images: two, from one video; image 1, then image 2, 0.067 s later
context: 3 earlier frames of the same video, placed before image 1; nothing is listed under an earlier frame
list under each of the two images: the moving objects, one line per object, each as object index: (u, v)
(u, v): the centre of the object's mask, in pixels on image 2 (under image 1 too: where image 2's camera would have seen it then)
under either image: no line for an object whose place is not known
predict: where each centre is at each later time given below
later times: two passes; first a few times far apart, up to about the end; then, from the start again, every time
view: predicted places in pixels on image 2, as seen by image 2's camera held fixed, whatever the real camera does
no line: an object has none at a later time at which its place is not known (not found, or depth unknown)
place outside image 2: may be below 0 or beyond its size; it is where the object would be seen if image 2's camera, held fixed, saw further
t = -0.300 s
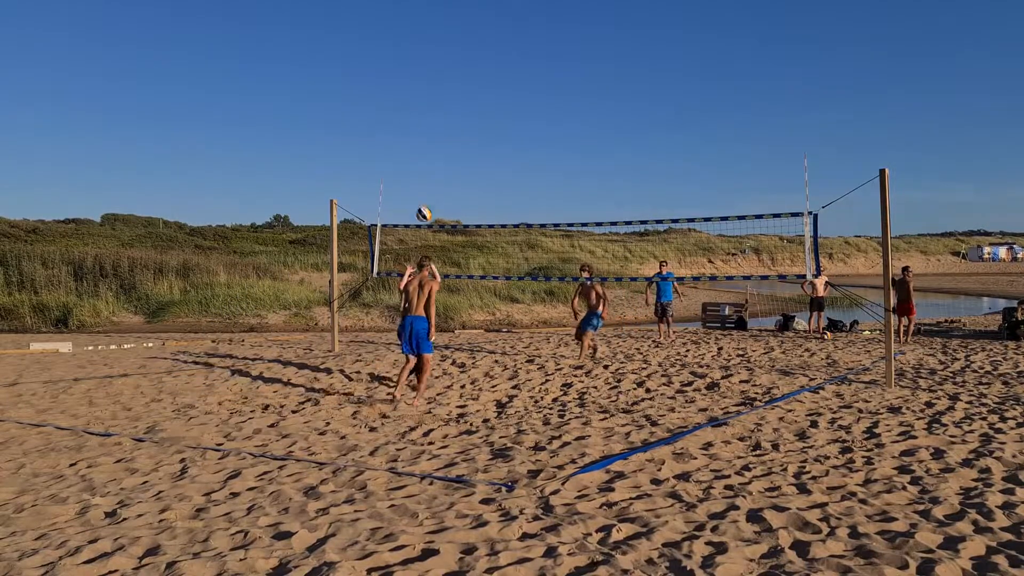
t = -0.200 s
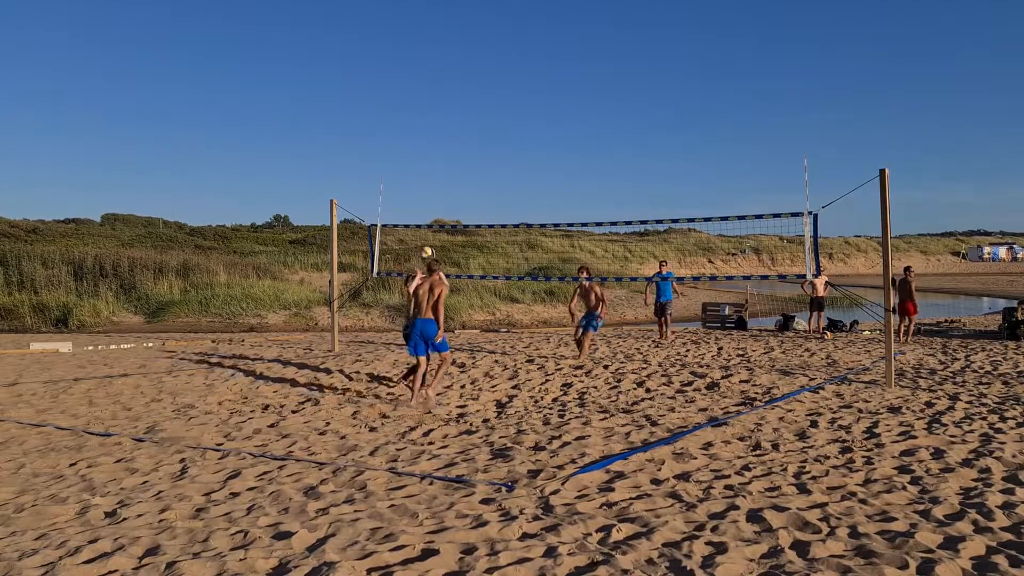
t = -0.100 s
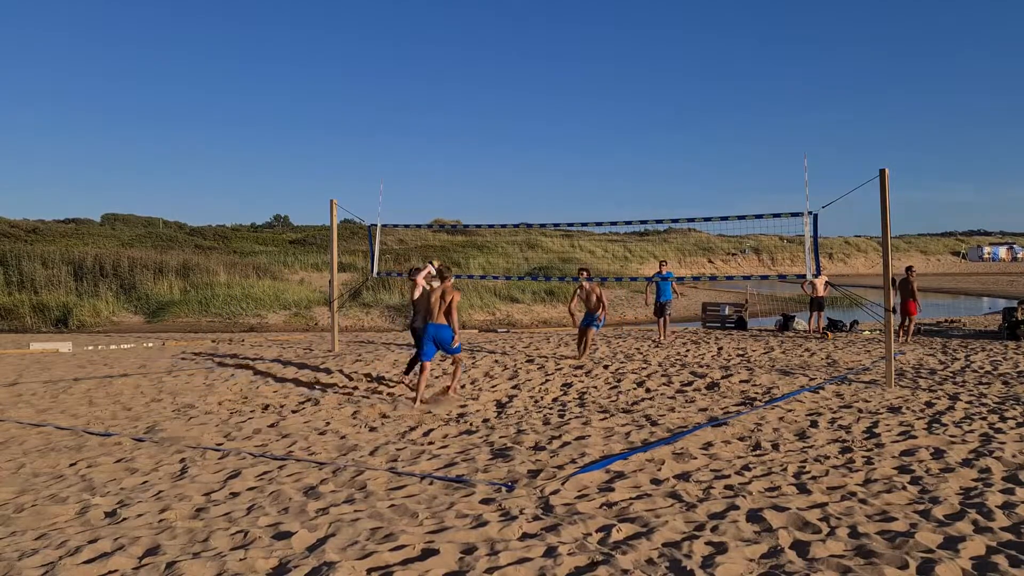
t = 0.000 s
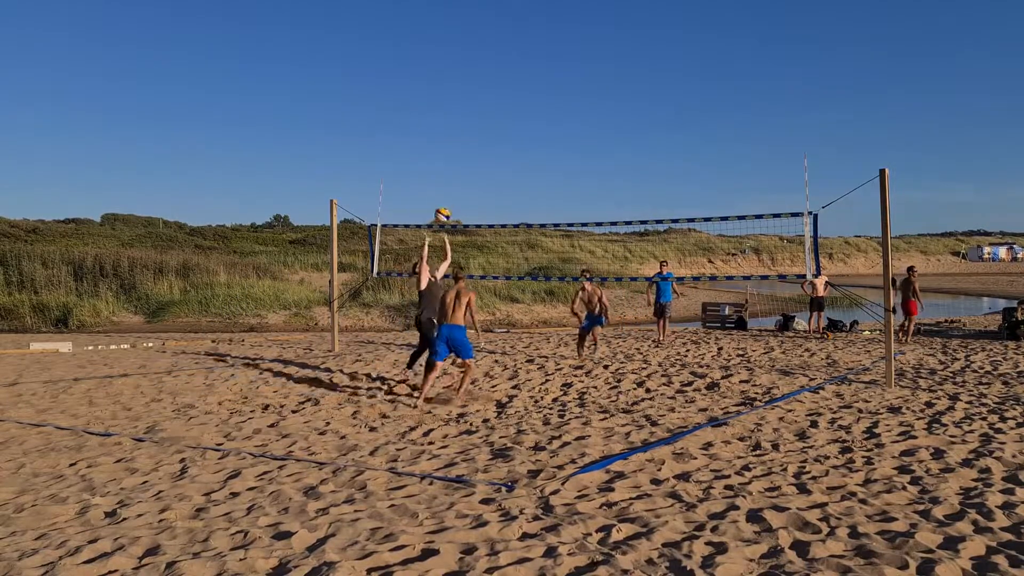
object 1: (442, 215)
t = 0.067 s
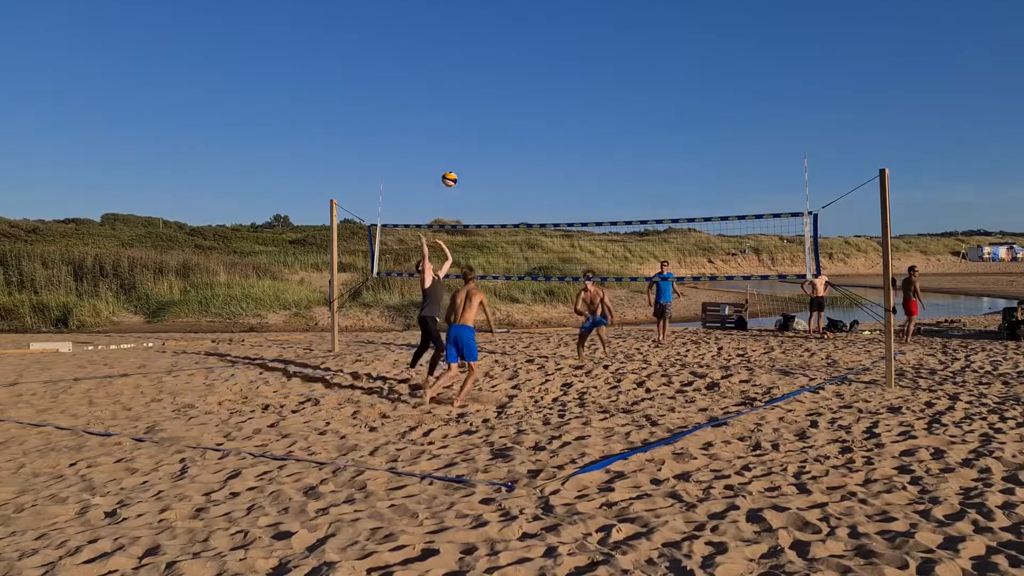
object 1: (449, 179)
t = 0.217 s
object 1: (465, 112)
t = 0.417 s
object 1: (486, 49)
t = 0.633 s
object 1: (506, 18)
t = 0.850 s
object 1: (525, 22)
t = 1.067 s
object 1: (542, 61)
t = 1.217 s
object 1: (553, 105)
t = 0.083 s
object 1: (451, 171)
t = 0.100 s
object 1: (453, 163)
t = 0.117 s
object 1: (454, 154)
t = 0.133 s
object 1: (456, 147)
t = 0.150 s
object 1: (458, 139)
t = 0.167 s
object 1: (460, 132)
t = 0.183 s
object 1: (462, 125)
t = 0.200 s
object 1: (463, 118)
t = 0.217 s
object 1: (465, 112)
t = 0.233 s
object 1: (467, 105)
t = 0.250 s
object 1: (468, 99)
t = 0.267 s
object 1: (470, 93)
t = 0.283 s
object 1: (472, 87)
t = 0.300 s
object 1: (474, 82)
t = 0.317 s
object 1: (475, 76)
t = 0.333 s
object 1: (477, 71)
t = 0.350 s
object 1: (479, 66)
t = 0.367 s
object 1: (480, 62)
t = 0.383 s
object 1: (482, 57)
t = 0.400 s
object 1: (484, 53)
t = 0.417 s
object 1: (486, 49)
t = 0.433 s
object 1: (487, 46)
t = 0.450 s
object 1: (489, 42)
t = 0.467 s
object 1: (491, 39)
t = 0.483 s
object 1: (492, 36)
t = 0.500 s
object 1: (494, 34)
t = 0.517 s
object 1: (495, 31)
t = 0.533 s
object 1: (497, 28)
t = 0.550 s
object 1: (498, 26)
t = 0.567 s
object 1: (500, 24)
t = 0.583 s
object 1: (502, 22)
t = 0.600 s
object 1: (503, 21)
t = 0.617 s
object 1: (505, 19)
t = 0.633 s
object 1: (506, 18)
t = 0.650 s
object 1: (508, 17)
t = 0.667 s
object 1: (509, 16)
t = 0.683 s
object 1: (511, 16)
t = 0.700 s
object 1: (512, 16)
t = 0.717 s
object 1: (514, 16)
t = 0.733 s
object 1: (516, 16)
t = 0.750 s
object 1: (517, 16)
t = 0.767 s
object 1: (519, 17)
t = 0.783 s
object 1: (520, 17)
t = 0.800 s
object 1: (521, 18)
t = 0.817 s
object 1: (522, 19)
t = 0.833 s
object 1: (524, 20)
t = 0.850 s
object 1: (525, 22)
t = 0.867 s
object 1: (527, 24)
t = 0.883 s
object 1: (528, 26)
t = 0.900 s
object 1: (530, 28)
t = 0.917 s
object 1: (531, 31)
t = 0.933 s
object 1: (532, 33)
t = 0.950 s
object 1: (533, 36)
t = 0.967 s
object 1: (535, 39)
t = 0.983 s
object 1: (536, 42)
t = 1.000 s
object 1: (537, 45)
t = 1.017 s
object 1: (538, 49)
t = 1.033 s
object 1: (540, 53)
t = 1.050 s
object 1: (541, 56)
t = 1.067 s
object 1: (542, 61)
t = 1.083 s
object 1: (543, 65)
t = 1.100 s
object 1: (545, 69)
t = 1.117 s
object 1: (546, 74)
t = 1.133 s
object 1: (547, 79)
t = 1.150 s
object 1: (549, 83)
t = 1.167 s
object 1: (550, 88)
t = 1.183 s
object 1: (551, 94)
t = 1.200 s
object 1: (552, 99)
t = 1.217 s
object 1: (553, 105)
